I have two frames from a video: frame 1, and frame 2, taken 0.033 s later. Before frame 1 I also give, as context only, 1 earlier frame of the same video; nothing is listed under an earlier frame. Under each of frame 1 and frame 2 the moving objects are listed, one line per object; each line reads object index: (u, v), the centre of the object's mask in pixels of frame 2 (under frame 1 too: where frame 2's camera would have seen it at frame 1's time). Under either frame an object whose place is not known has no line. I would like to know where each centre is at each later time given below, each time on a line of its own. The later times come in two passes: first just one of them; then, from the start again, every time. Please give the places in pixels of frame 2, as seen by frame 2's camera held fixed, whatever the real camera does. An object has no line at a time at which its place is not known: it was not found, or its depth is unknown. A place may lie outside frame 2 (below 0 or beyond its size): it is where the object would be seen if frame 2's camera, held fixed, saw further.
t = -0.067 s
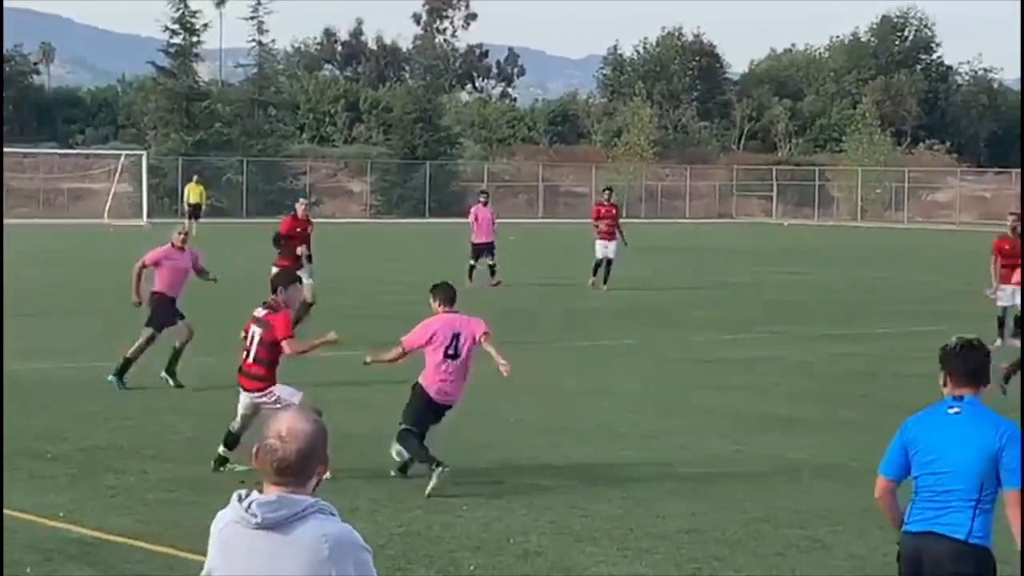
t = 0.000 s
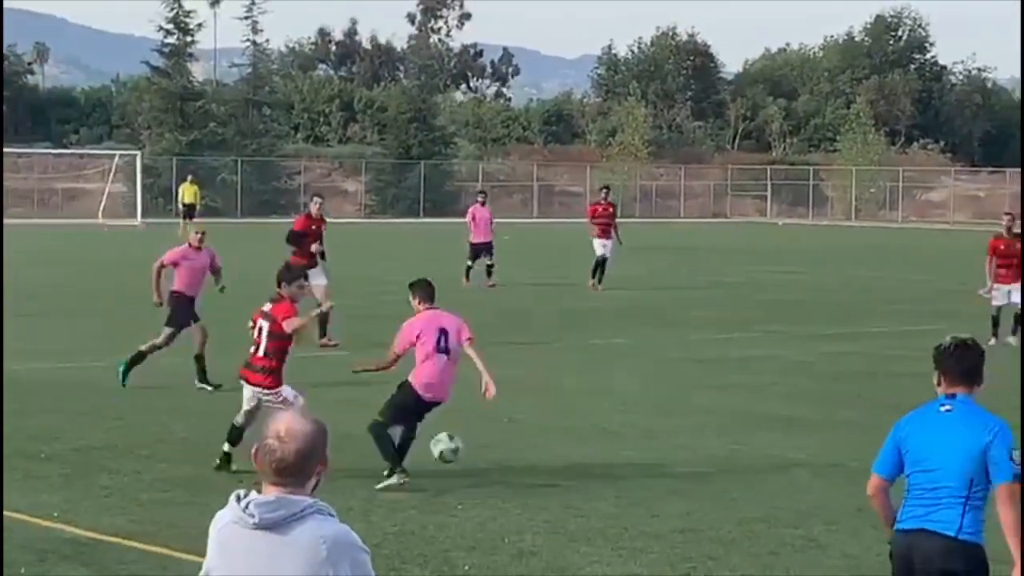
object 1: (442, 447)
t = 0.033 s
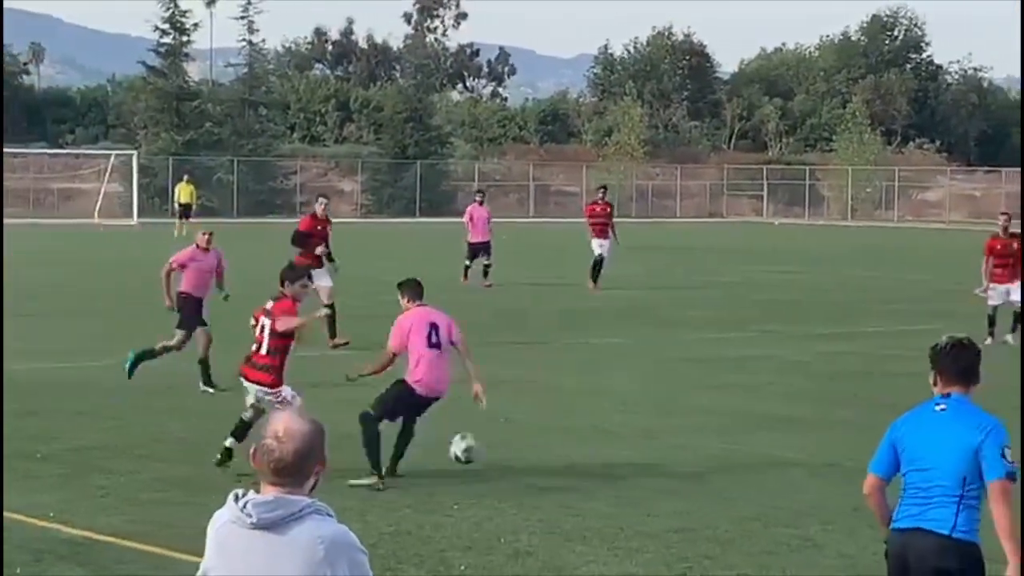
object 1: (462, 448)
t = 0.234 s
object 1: (601, 490)
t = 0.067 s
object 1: (487, 451)
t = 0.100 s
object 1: (509, 455)
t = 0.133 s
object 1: (532, 463)
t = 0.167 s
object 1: (555, 470)
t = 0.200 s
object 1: (578, 478)
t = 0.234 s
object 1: (601, 490)
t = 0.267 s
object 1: (618, 487)
